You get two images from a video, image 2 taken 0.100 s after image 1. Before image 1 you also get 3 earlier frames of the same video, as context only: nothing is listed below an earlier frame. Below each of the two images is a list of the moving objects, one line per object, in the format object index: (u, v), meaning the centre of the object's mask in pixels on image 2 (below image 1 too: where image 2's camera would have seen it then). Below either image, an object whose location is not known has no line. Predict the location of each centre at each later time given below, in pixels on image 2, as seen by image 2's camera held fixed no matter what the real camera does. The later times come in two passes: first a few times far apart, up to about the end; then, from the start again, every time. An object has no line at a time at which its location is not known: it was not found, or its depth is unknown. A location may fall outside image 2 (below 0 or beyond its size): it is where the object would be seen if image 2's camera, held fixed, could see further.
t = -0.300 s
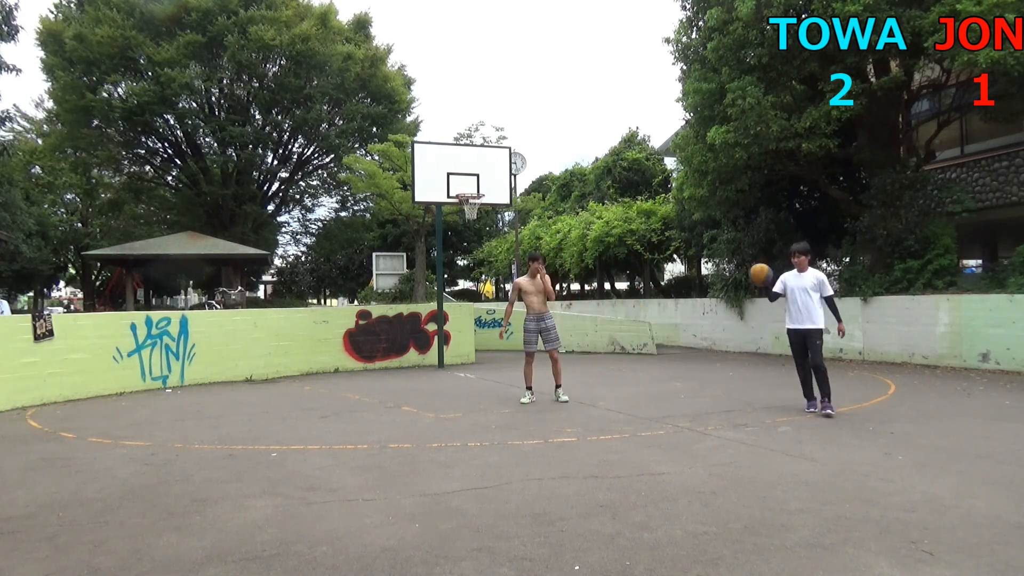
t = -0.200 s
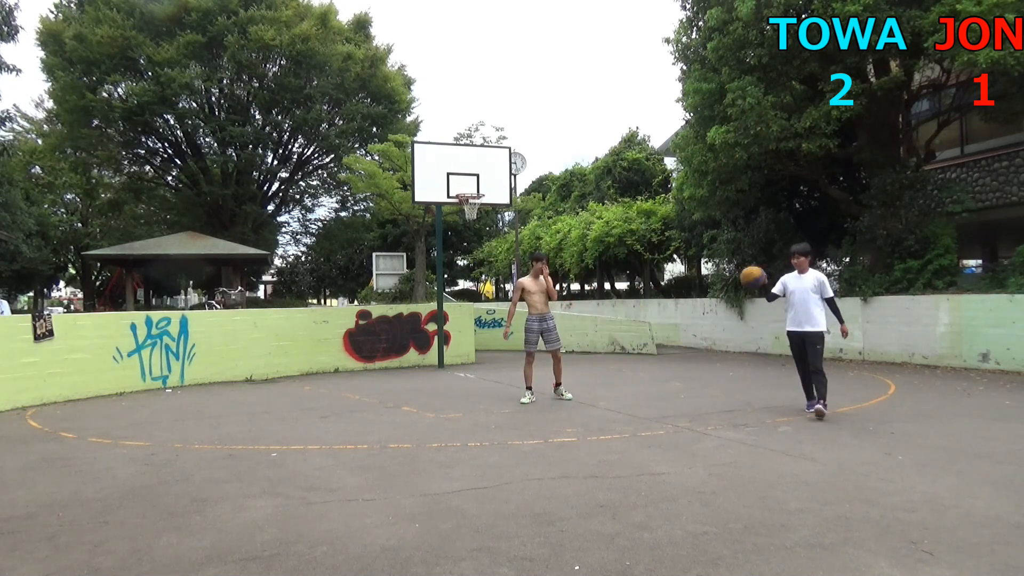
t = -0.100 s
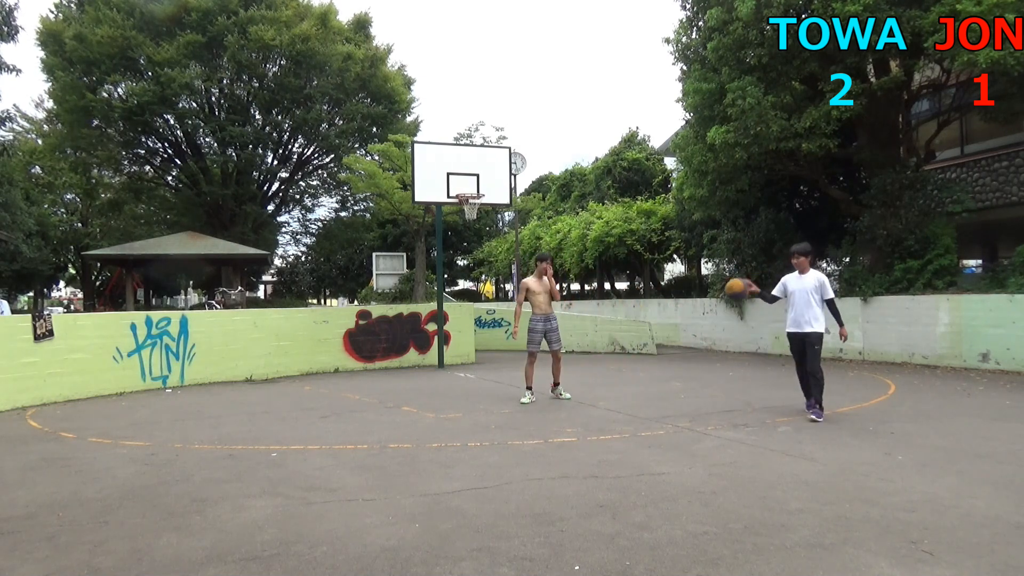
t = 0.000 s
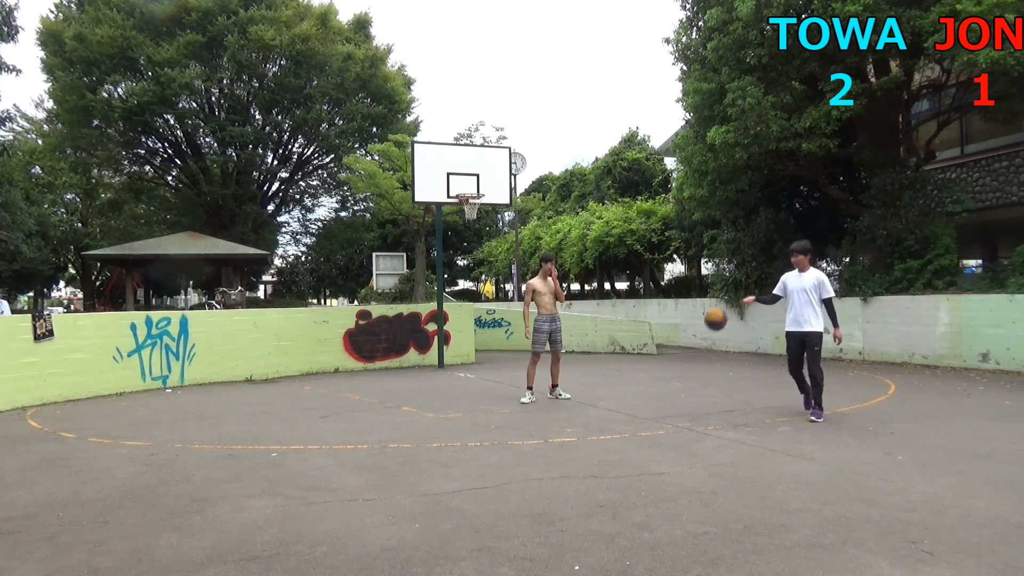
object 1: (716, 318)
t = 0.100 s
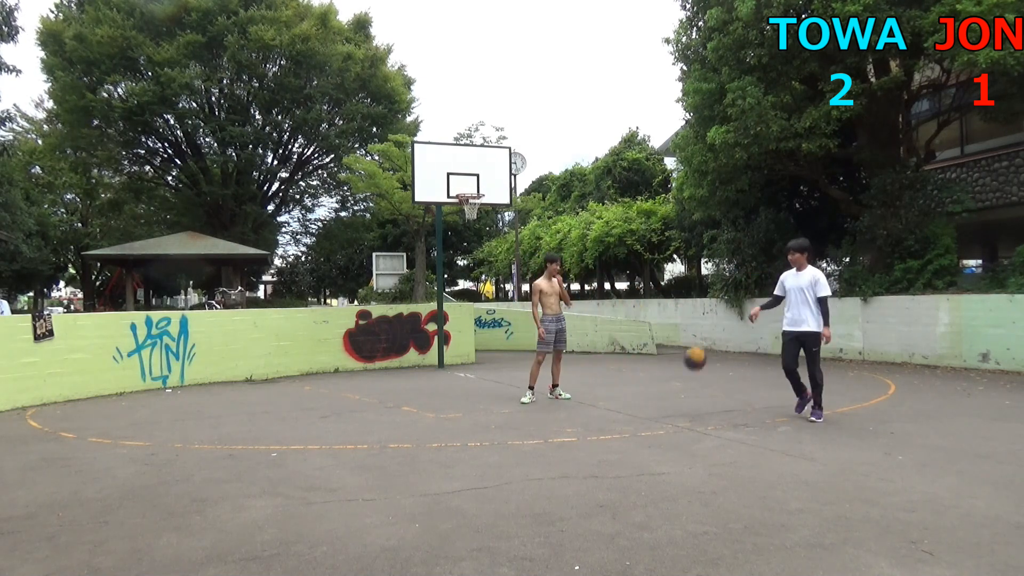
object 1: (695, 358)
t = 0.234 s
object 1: (673, 390)
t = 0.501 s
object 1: (652, 316)
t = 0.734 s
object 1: (635, 305)
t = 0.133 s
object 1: (688, 373)
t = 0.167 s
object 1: (681, 390)
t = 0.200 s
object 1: (675, 404)
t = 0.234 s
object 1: (673, 390)
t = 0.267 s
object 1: (670, 377)
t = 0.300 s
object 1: (667, 365)
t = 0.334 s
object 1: (664, 354)
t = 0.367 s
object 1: (662, 344)
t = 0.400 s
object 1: (660, 336)
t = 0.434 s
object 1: (657, 328)
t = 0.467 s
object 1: (654, 321)
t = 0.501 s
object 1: (652, 316)
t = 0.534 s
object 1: (649, 310)
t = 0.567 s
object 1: (647, 307)
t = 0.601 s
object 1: (644, 304)
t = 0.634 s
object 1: (642, 303)
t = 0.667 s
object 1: (640, 302)
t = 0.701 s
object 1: (637, 303)
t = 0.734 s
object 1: (635, 305)
